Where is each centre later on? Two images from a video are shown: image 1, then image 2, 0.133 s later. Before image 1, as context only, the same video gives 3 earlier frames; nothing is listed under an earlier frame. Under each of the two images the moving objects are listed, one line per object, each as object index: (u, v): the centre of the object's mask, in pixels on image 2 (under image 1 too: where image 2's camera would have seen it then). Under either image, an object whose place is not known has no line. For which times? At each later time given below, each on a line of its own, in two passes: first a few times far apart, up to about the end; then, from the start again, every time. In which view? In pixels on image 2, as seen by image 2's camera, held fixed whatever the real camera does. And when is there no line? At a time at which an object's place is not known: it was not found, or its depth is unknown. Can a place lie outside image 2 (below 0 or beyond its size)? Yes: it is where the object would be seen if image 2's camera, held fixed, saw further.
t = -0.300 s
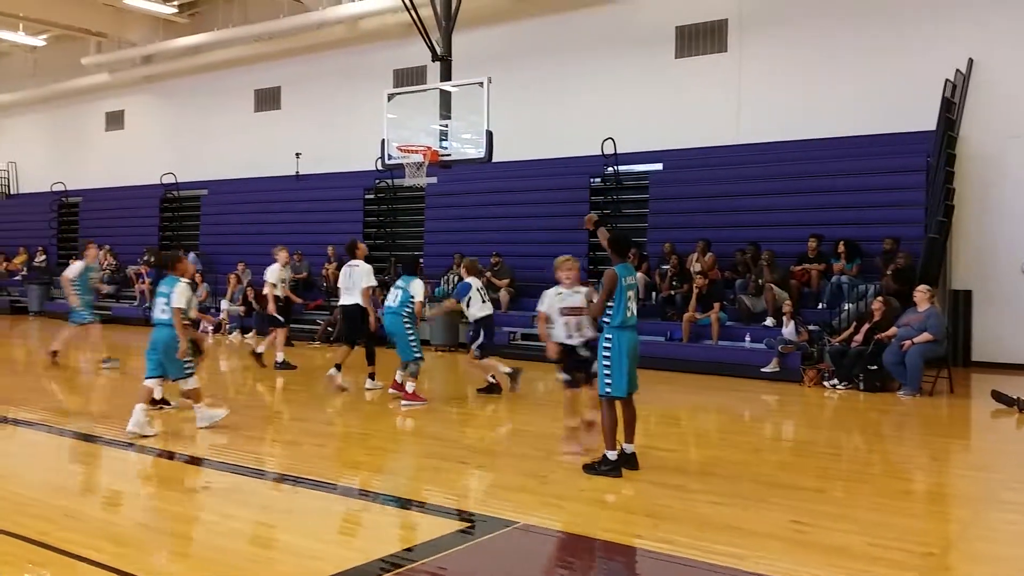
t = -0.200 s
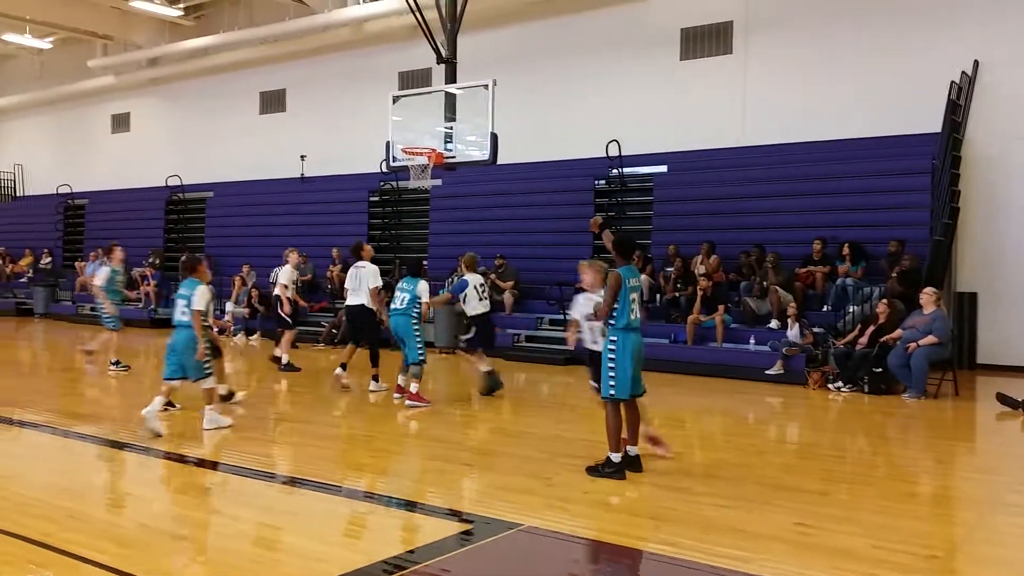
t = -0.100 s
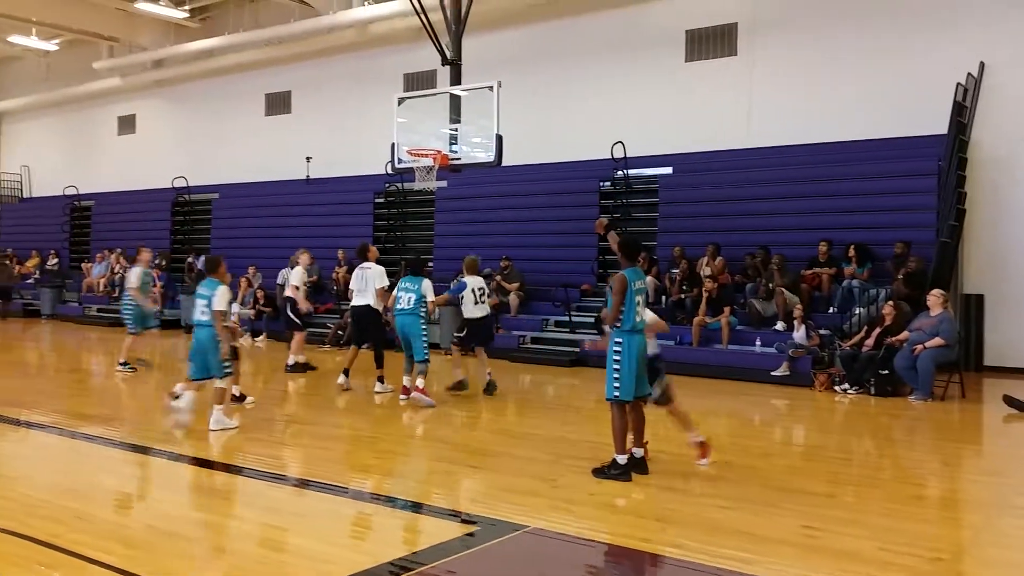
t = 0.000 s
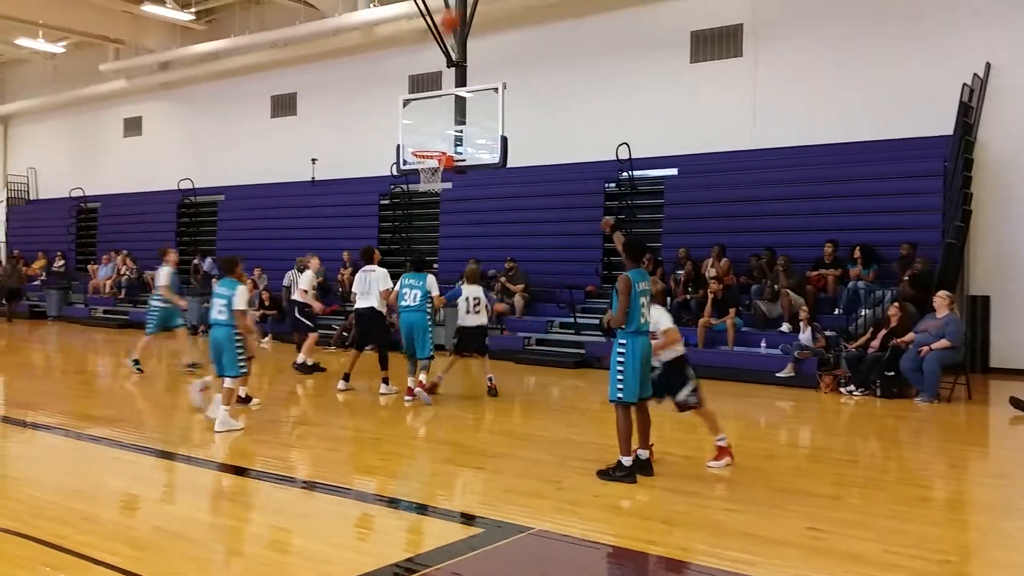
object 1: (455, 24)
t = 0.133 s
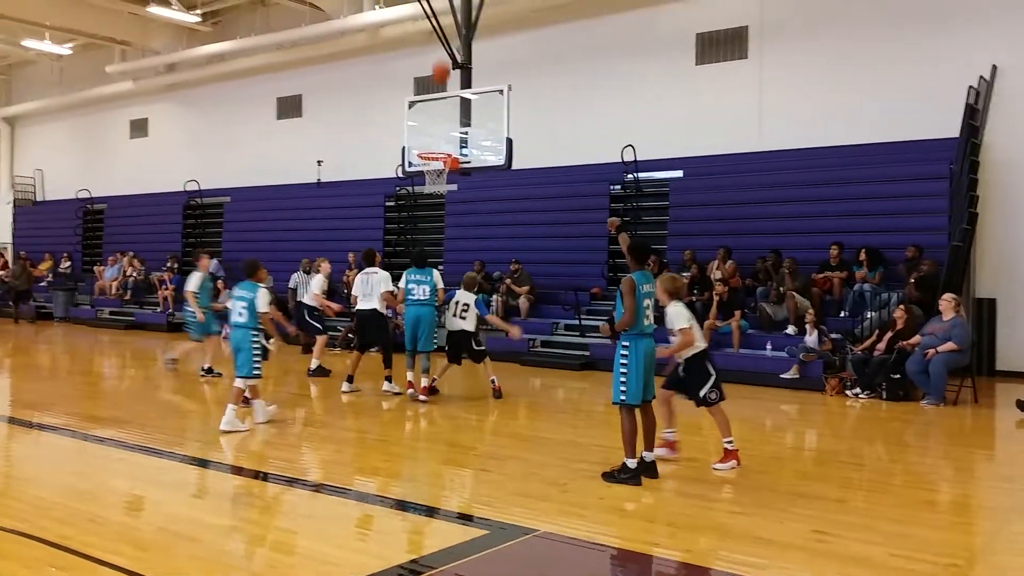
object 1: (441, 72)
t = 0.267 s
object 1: (429, 128)
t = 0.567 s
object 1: (401, 110)
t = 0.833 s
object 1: (375, 123)
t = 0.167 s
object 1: (437, 84)
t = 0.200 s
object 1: (435, 97)
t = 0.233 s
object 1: (432, 113)
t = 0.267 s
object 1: (429, 128)
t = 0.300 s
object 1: (426, 143)
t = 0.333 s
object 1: (423, 142)
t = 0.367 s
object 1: (420, 135)
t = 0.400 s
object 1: (416, 128)
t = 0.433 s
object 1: (414, 124)
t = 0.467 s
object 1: (410, 119)
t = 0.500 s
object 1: (408, 115)
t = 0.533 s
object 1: (404, 112)
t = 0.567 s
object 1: (401, 110)
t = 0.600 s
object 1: (398, 109)
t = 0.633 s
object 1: (395, 108)
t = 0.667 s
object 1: (391, 109)
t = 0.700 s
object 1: (388, 110)
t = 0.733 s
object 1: (385, 112)
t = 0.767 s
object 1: (382, 115)
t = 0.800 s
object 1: (379, 119)
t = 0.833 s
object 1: (375, 123)
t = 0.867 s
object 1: (372, 128)
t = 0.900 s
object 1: (368, 135)
